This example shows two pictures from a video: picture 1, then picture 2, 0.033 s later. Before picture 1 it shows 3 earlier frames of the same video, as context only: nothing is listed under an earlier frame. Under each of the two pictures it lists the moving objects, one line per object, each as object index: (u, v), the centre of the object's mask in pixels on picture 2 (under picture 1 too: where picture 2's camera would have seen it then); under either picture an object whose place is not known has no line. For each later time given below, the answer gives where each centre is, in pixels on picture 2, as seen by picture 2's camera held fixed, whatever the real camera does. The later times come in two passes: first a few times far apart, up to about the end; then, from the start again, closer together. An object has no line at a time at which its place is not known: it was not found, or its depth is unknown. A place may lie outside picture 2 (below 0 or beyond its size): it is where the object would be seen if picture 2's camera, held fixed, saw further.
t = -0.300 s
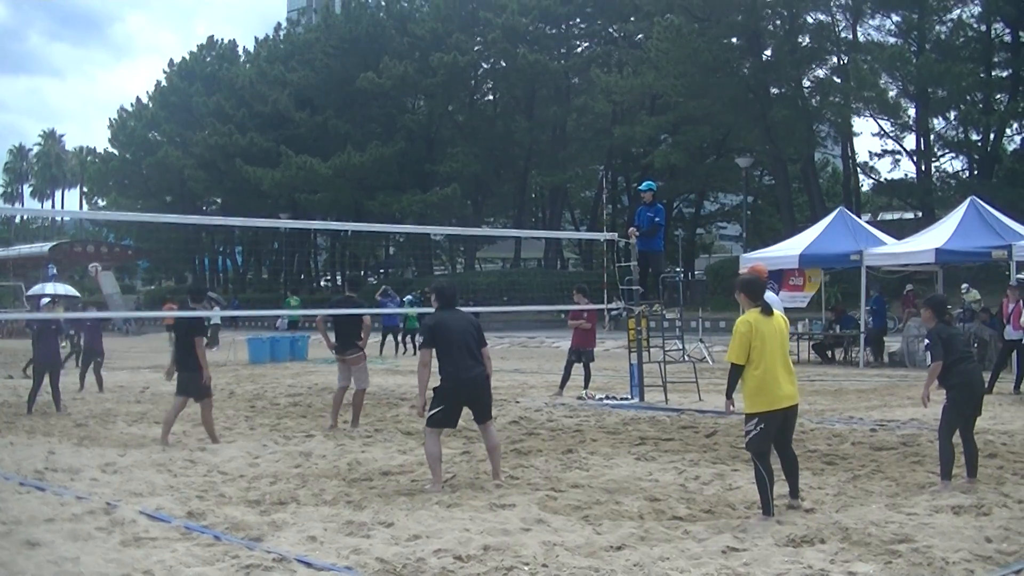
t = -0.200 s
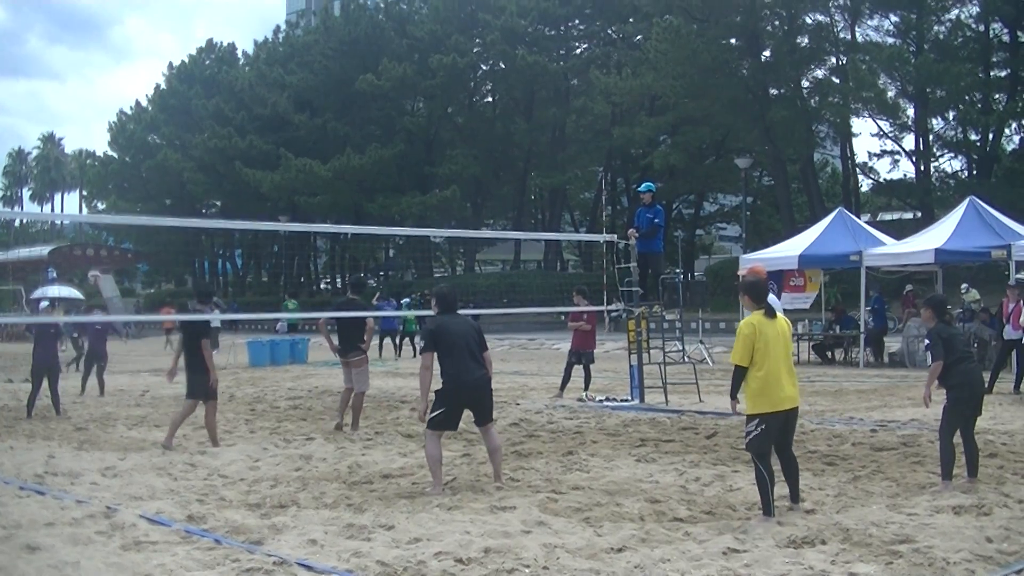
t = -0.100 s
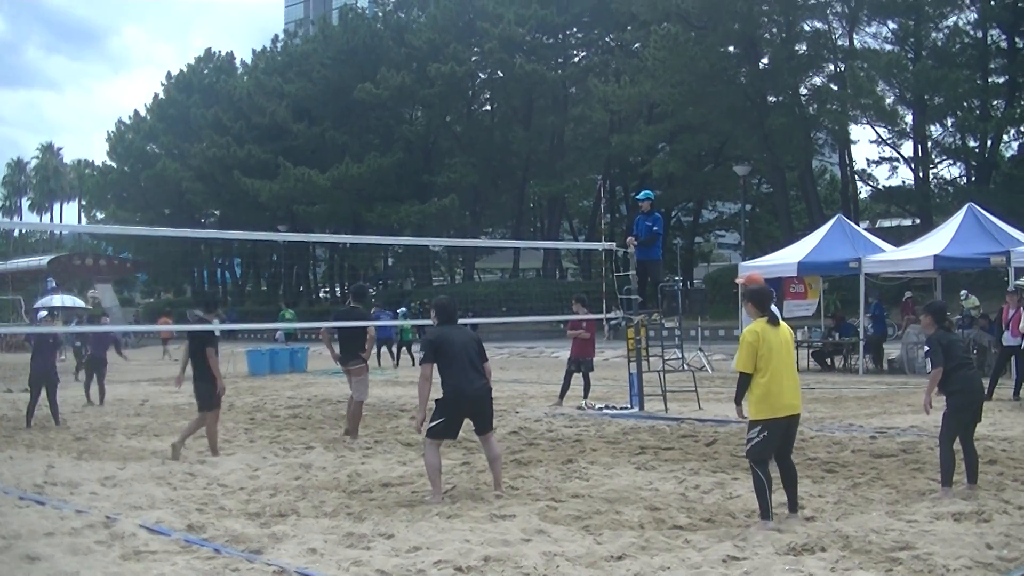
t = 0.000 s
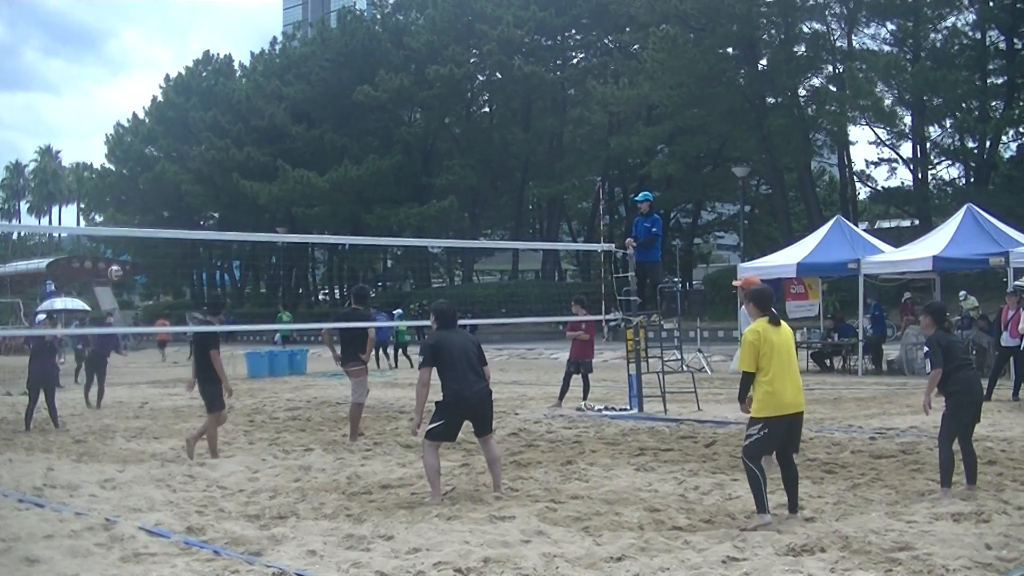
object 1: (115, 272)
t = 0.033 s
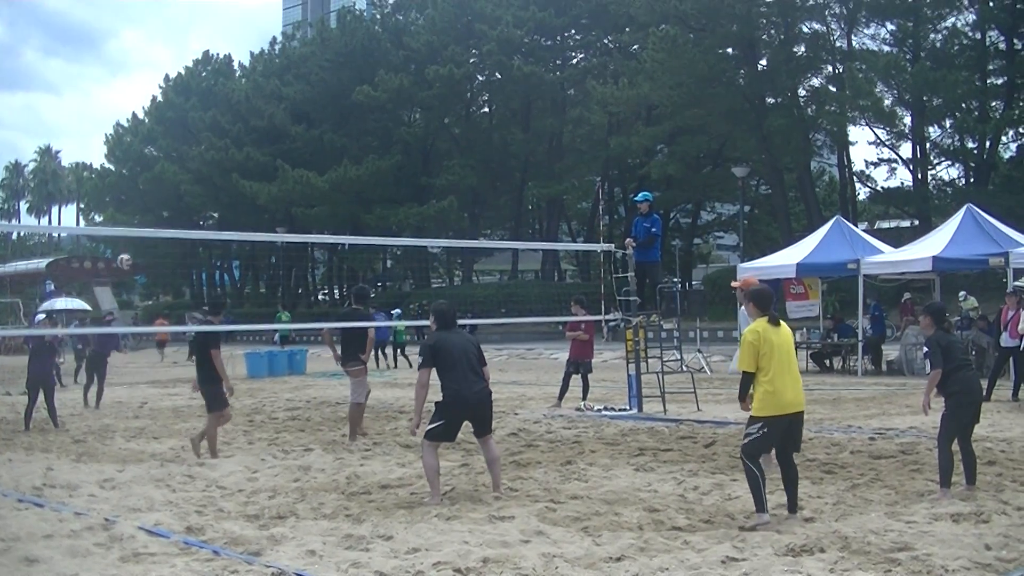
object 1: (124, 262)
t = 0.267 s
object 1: (201, 191)
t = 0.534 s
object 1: (317, 143)
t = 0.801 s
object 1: (478, 156)
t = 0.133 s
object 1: (156, 225)
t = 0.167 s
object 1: (167, 218)
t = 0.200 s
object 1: (178, 209)
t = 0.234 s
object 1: (189, 199)
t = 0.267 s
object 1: (201, 191)
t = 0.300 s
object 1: (214, 183)
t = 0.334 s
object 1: (227, 176)
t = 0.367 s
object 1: (241, 169)
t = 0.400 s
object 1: (255, 163)
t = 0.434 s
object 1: (270, 157)
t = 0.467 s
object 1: (285, 151)
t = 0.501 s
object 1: (301, 147)
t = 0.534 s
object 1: (317, 143)
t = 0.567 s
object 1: (335, 140)
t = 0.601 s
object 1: (353, 139)
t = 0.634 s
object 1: (372, 139)
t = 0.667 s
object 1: (391, 140)
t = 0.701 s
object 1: (411, 142)
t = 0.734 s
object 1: (433, 146)
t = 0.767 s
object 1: (455, 150)
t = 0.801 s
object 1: (478, 156)
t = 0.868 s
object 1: (530, 173)
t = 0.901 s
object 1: (558, 184)
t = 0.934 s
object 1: (586, 197)
